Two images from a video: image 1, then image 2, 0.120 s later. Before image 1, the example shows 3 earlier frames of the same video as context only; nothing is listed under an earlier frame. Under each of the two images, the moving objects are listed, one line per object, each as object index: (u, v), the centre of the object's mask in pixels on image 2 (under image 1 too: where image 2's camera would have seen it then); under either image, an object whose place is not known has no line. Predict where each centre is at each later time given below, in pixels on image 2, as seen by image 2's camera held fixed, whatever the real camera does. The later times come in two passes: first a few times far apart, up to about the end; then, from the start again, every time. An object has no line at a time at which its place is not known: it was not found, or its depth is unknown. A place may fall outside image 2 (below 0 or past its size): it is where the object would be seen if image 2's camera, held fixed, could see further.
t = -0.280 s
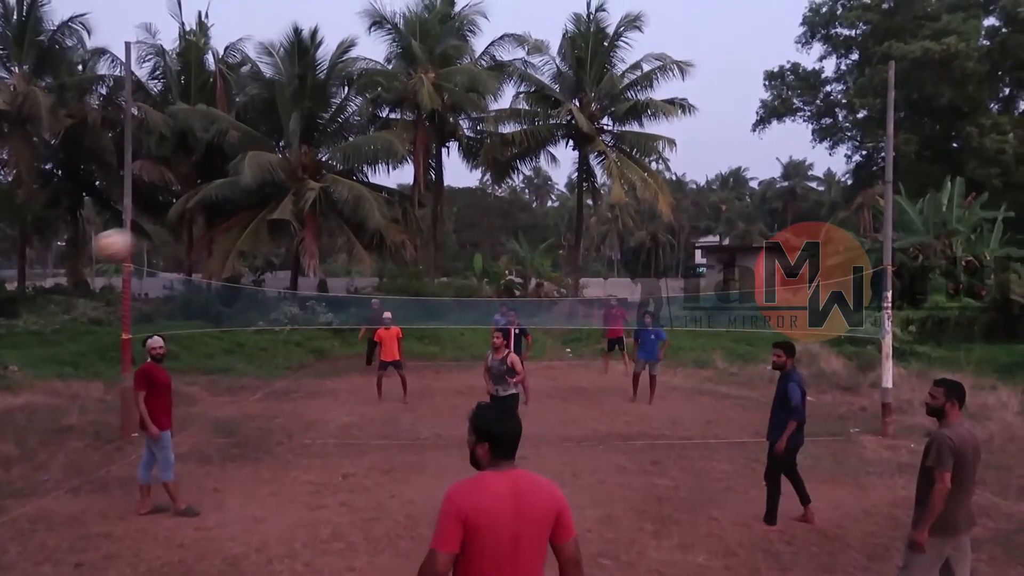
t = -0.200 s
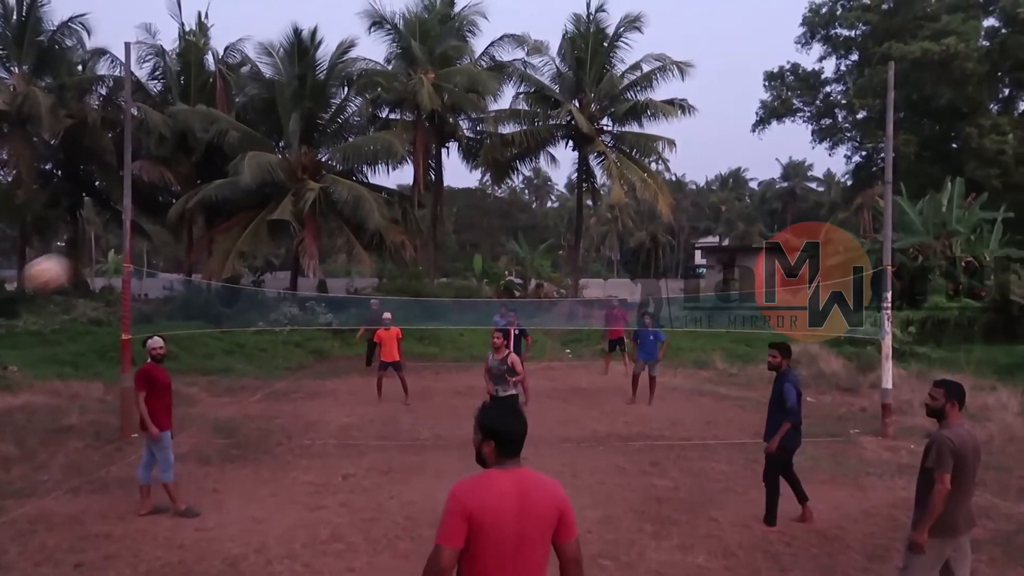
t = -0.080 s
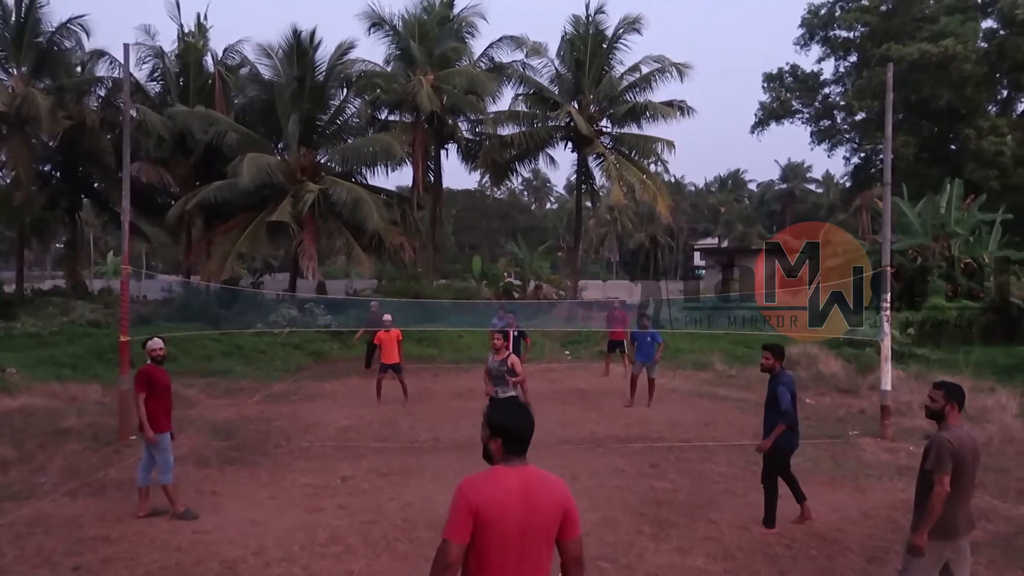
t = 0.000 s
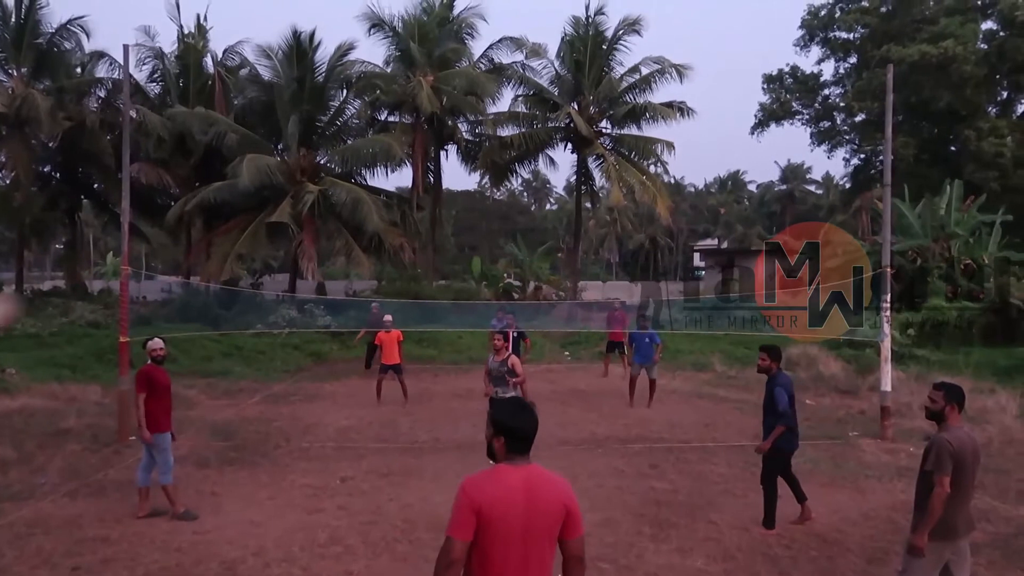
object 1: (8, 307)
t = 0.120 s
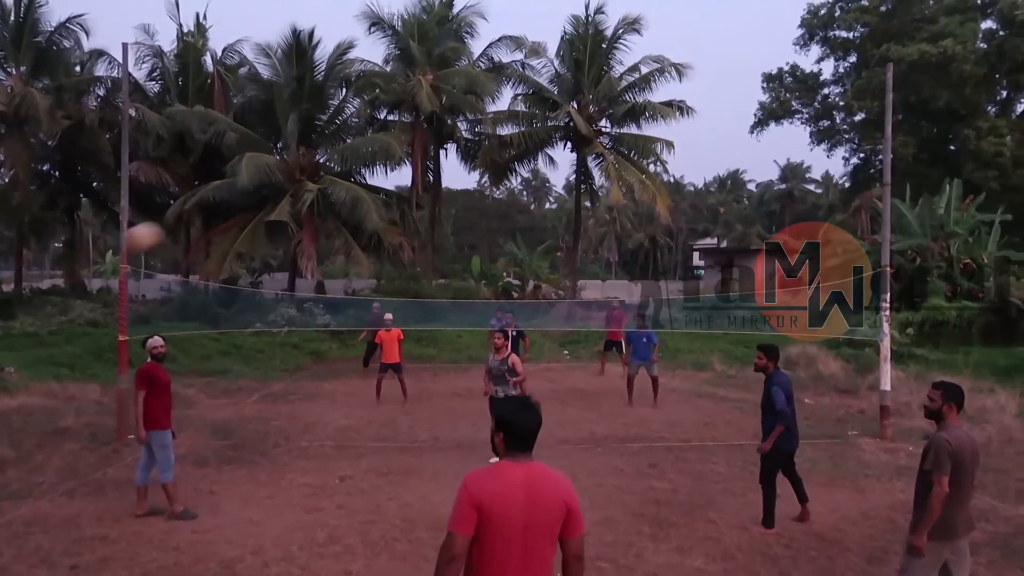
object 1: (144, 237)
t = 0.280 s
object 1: (256, 198)
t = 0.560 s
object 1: (357, 201)
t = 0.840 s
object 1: (412, 239)
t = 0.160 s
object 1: (179, 222)
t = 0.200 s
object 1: (208, 212)
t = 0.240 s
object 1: (233, 204)
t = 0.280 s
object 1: (256, 198)
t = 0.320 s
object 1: (275, 195)
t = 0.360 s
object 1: (292, 193)
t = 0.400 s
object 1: (308, 193)
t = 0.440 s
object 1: (322, 193)
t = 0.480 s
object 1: (335, 195)
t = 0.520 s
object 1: (346, 198)
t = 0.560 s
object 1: (357, 201)
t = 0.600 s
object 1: (367, 206)
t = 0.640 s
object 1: (377, 210)
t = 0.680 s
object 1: (385, 215)
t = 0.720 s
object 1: (392, 220)
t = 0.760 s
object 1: (399, 226)
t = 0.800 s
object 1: (406, 232)
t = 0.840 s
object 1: (412, 239)
